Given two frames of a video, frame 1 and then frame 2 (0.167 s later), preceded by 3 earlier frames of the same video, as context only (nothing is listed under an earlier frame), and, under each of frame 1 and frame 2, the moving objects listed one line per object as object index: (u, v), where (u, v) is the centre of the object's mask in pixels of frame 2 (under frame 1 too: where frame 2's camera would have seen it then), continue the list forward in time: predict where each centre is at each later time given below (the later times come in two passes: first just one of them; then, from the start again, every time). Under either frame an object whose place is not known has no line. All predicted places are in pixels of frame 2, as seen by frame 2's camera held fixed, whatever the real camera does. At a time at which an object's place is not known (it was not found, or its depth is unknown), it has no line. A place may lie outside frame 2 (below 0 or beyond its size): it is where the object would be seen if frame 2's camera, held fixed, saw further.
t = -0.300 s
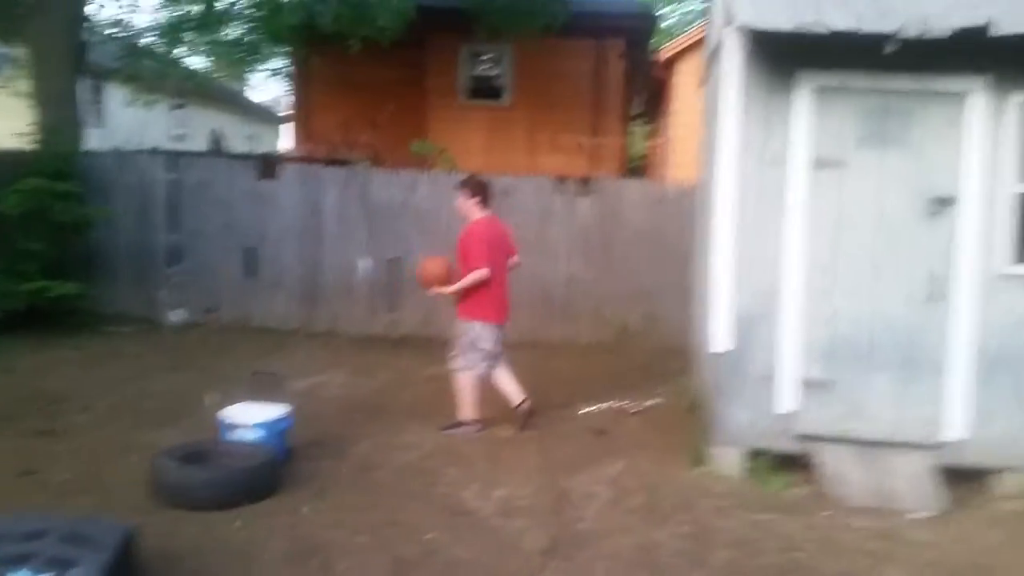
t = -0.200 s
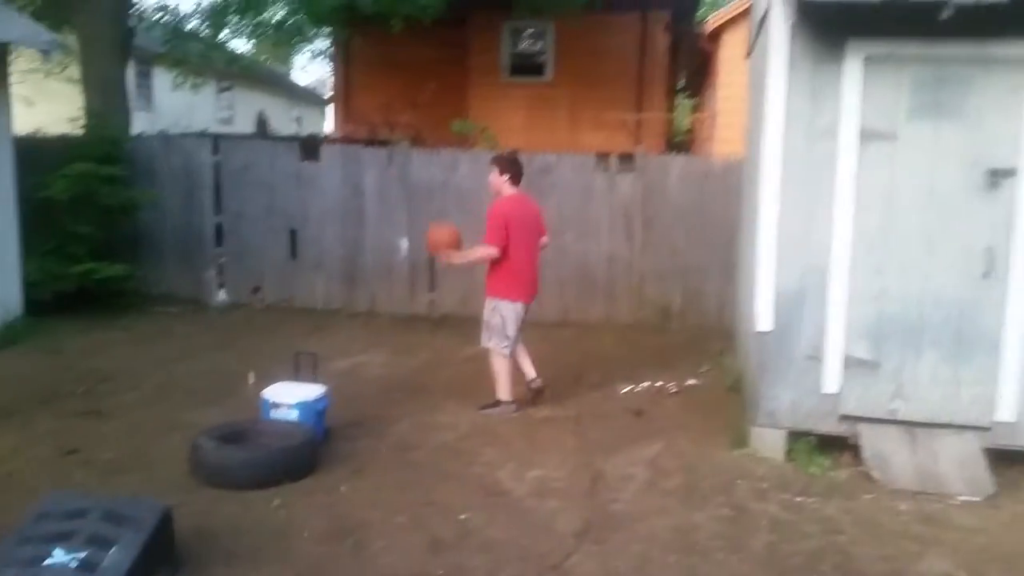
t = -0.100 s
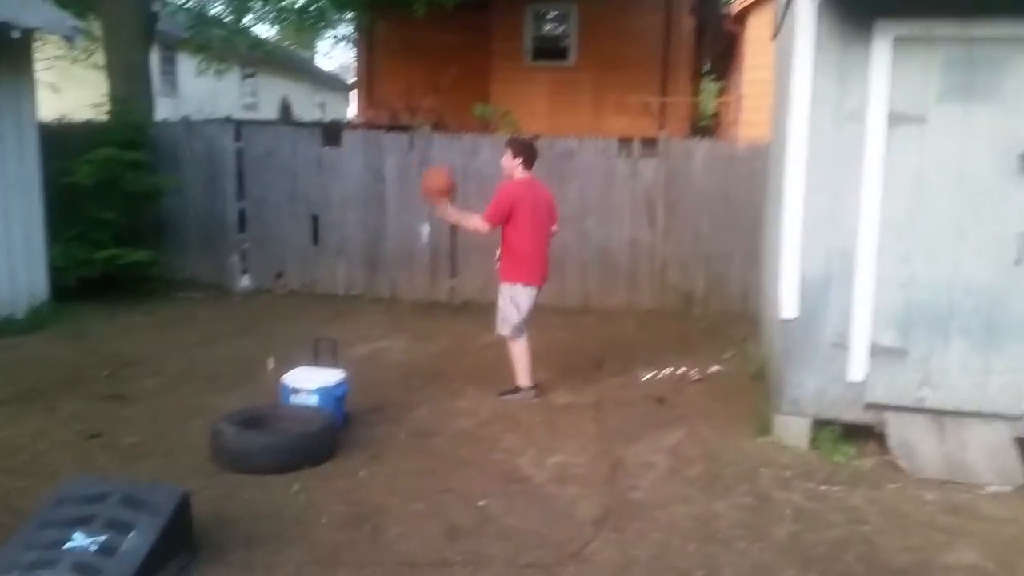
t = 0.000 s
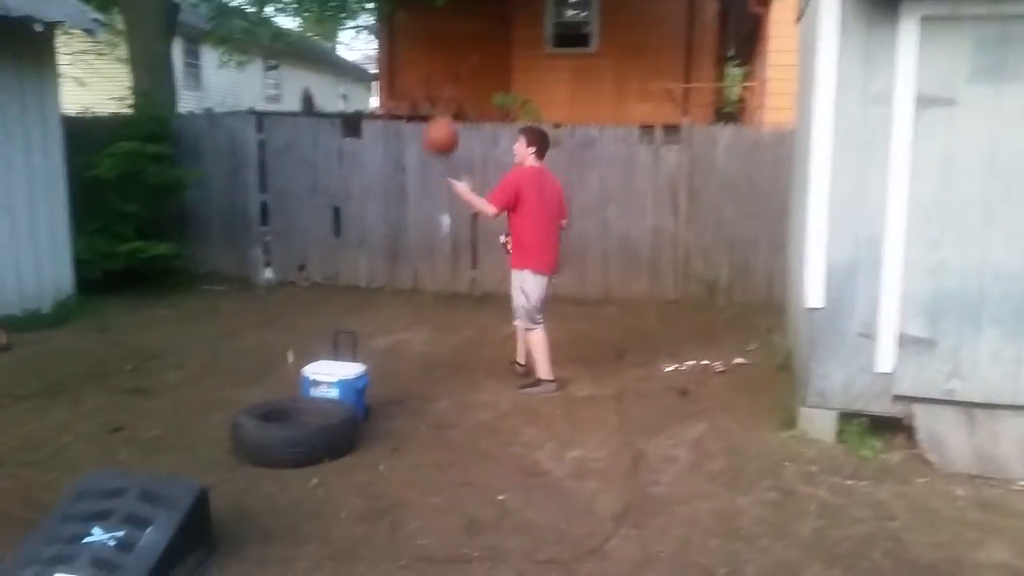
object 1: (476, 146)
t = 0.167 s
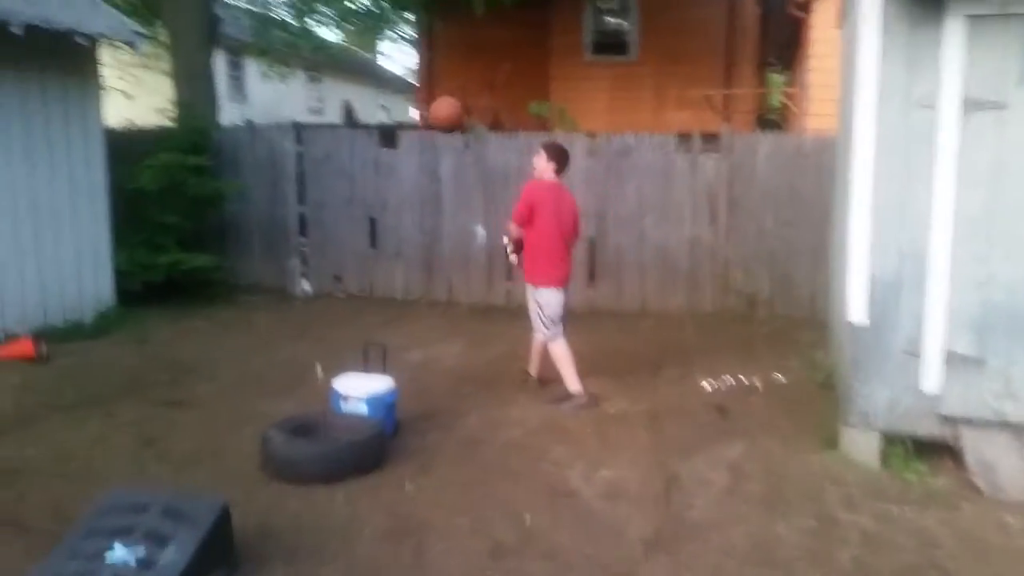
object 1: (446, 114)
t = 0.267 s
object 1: (429, 113)
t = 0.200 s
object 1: (438, 111)
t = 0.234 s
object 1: (434, 110)
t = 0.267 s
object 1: (429, 113)
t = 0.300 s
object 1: (424, 118)
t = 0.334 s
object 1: (417, 124)
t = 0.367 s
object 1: (408, 131)
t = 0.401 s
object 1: (405, 141)
